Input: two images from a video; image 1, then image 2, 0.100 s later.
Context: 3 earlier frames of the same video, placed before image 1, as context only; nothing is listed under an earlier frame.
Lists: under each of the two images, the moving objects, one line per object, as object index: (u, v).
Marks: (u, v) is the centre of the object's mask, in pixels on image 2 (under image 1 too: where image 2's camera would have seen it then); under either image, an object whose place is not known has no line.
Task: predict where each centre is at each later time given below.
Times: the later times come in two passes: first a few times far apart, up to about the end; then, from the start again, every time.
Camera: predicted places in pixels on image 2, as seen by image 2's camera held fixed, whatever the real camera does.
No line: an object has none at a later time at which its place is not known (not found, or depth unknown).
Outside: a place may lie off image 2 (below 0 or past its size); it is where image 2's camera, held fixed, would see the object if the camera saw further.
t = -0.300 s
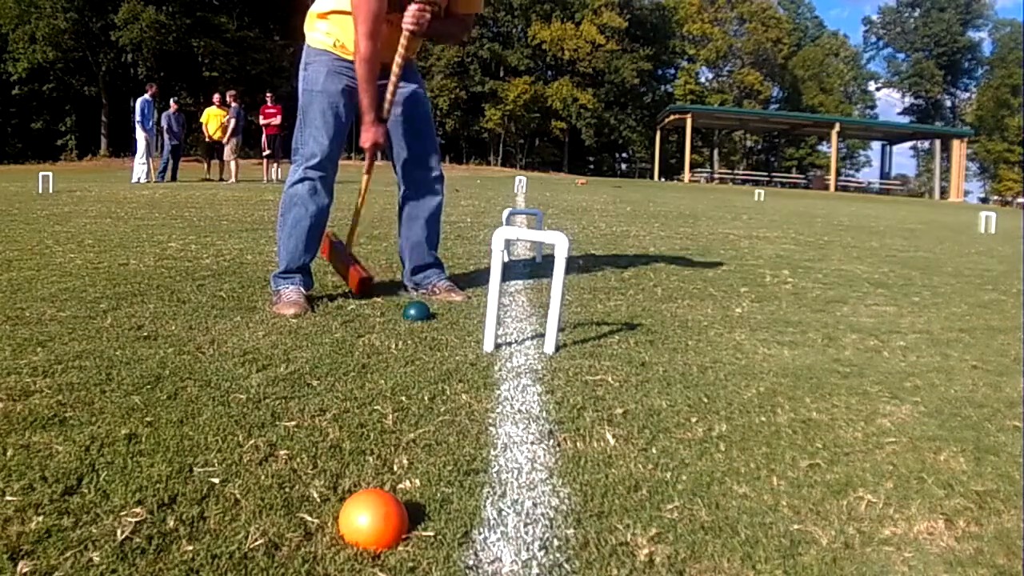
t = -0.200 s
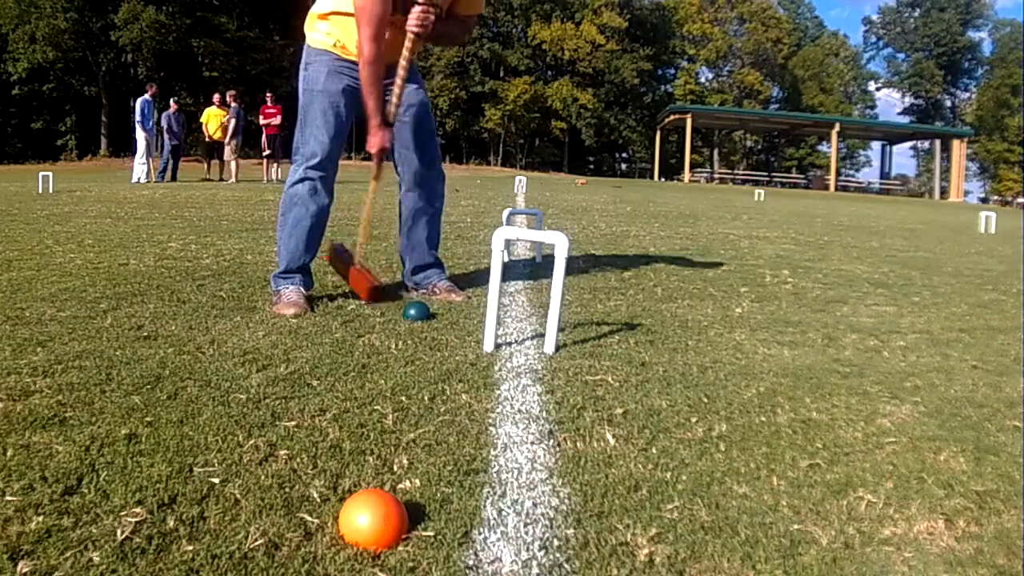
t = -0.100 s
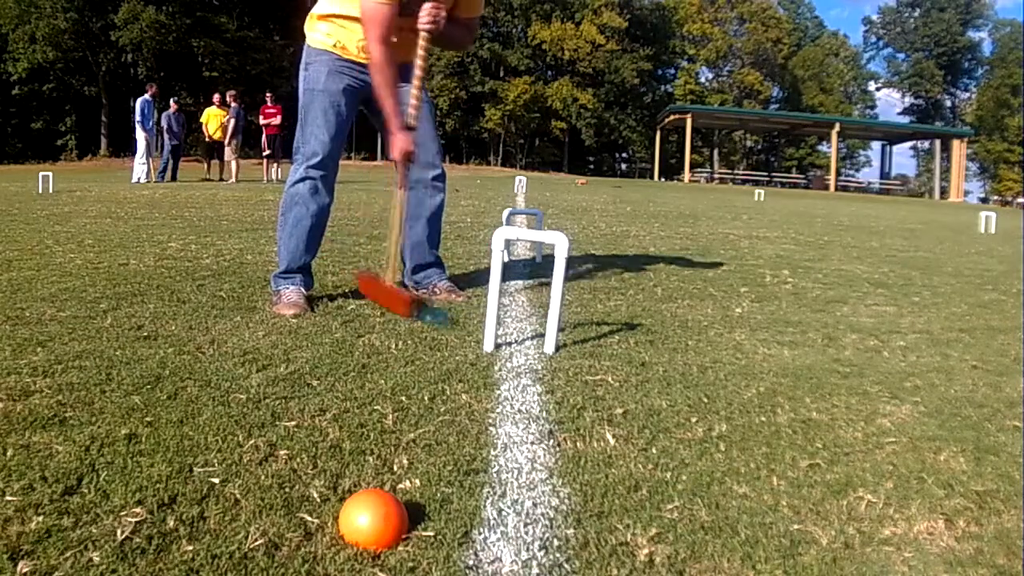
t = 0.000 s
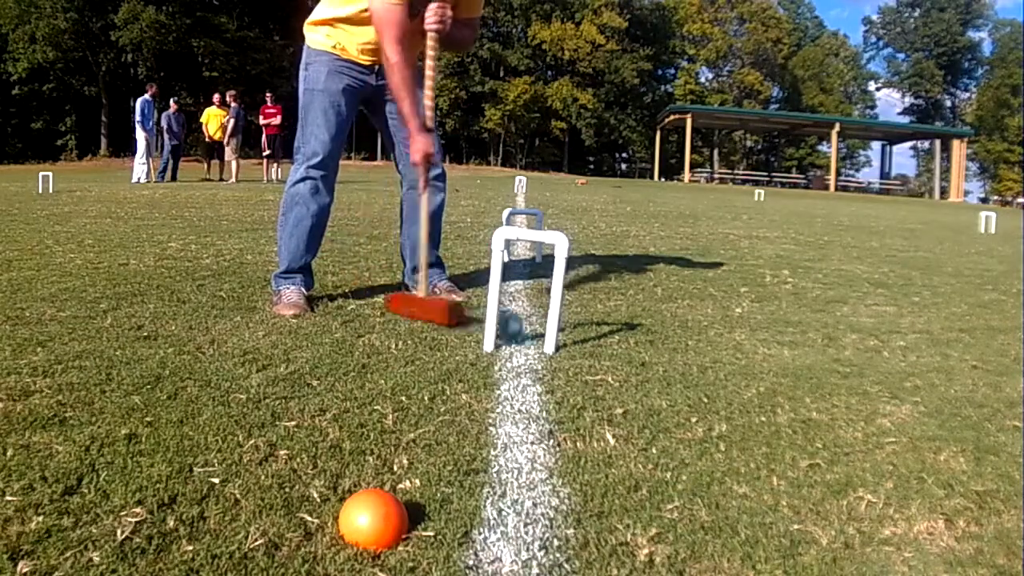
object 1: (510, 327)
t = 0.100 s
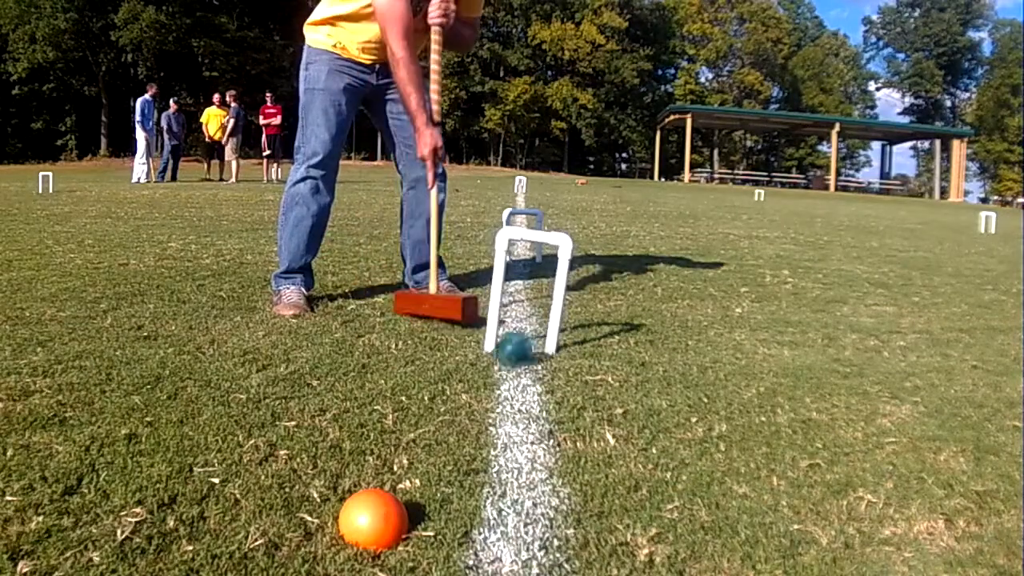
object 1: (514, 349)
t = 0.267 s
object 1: (485, 378)
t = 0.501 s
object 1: (453, 422)
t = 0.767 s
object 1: (427, 457)
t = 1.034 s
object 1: (425, 458)
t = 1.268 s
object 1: (428, 458)
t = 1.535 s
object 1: (428, 458)
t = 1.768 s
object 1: (428, 458)
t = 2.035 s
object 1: (428, 457)
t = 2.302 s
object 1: (428, 458)
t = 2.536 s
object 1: (428, 458)
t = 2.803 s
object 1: (428, 458)
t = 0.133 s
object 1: (507, 362)
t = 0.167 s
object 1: (498, 369)
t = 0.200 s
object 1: (492, 372)
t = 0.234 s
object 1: (489, 374)
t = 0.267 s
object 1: (485, 378)
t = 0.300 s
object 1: (480, 384)
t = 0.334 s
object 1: (475, 395)
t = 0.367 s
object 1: (468, 406)
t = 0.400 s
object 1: (462, 414)
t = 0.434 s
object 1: (459, 416)
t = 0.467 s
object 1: (457, 418)
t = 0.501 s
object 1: (453, 422)
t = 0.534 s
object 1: (450, 427)
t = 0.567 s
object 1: (446, 435)
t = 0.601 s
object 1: (442, 443)
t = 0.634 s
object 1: (440, 450)
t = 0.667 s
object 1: (436, 452)
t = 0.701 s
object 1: (436, 454)
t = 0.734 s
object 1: (430, 456)
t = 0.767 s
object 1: (427, 457)
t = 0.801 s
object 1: (425, 459)
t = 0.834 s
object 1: (424, 460)
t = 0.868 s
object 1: (423, 461)
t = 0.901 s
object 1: (423, 460)
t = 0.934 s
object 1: (423, 460)
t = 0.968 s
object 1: (424, 460)
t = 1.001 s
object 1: (424, 459)
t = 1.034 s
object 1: (425, 458)
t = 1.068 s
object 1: (426, 458)
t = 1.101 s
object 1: (427, 458)
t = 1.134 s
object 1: (428, 458)
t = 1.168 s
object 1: (428, 458)
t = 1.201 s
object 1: (428, 458)
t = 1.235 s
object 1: (428, 457)
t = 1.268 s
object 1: (428, 458)
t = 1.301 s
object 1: (428, 457)
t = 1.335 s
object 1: (428, 457)
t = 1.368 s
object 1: (428, 458)
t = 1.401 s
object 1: (428, 458)
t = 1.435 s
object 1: (428, 457)
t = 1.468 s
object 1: (428, 458)
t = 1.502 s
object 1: (428, 458)
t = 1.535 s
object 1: (428, 458)
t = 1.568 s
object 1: (428, 458)
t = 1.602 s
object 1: (428, 458)
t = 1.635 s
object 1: (428, 458)
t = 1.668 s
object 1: (428, 458)
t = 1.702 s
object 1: (428, 458)
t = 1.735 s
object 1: (428, 458)
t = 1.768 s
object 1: (428, 458)
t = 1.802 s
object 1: (428, 458)
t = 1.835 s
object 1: (428, 458)
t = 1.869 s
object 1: (428, 458)
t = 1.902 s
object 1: (428, 458)
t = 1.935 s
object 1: (428, 458)
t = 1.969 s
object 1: (428, 458)
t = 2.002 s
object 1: (428, 458)
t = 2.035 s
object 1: (428, 457)
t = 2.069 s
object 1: (428, 458)
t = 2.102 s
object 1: (427, 457)
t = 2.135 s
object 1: (427, 457)
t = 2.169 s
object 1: (428, 457)
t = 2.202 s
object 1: (428, 457)
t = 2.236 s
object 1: (428, 458)
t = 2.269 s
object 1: (428, 457)
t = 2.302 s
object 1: (428, 458)
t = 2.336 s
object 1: (428, 457)
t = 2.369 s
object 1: (428, 458)
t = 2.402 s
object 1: (428, 457)
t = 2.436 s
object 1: (428, 458)
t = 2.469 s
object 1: (428, 458)
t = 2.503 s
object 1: (428, 458)
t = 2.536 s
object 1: (428, 458)
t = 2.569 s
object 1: (428, 458)
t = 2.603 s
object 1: (428, 458)
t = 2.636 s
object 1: (428, 457)
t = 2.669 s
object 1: (428, 458)
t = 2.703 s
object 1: (427, 458)
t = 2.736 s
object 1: (428, 458)
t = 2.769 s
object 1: (428, 458)
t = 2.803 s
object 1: (428, 458)
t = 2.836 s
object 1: (428, 458)
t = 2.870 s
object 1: (428, 458)
